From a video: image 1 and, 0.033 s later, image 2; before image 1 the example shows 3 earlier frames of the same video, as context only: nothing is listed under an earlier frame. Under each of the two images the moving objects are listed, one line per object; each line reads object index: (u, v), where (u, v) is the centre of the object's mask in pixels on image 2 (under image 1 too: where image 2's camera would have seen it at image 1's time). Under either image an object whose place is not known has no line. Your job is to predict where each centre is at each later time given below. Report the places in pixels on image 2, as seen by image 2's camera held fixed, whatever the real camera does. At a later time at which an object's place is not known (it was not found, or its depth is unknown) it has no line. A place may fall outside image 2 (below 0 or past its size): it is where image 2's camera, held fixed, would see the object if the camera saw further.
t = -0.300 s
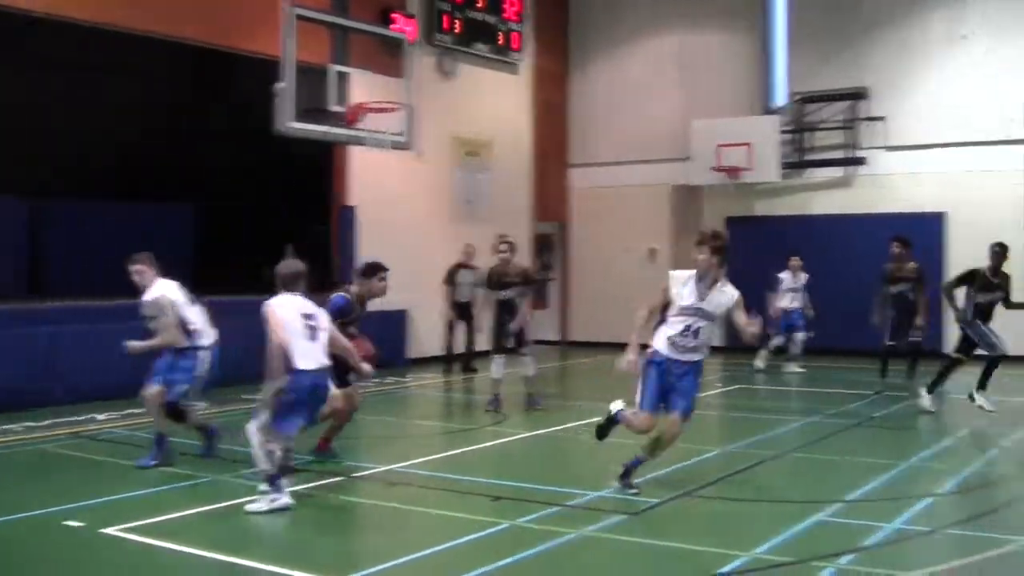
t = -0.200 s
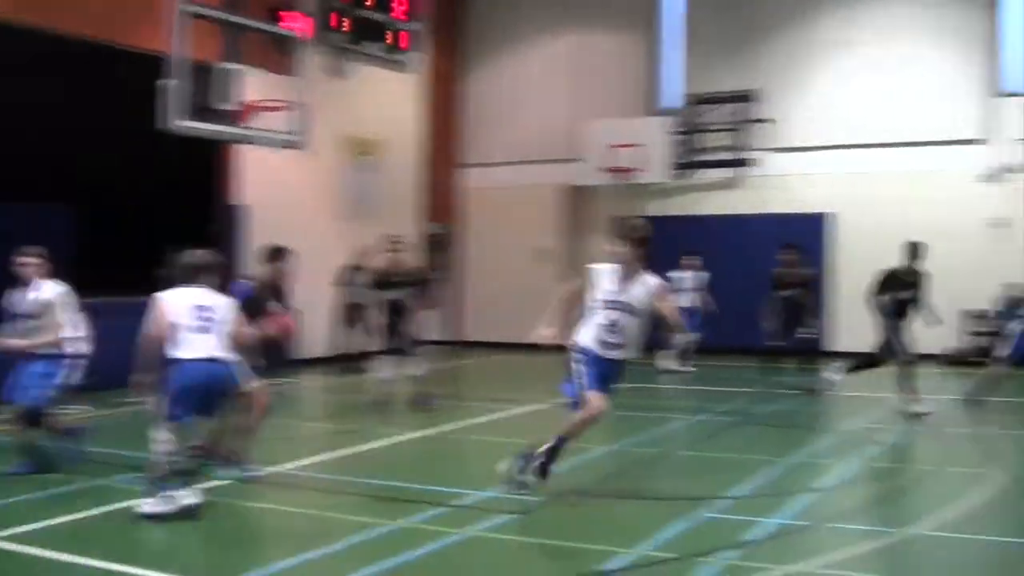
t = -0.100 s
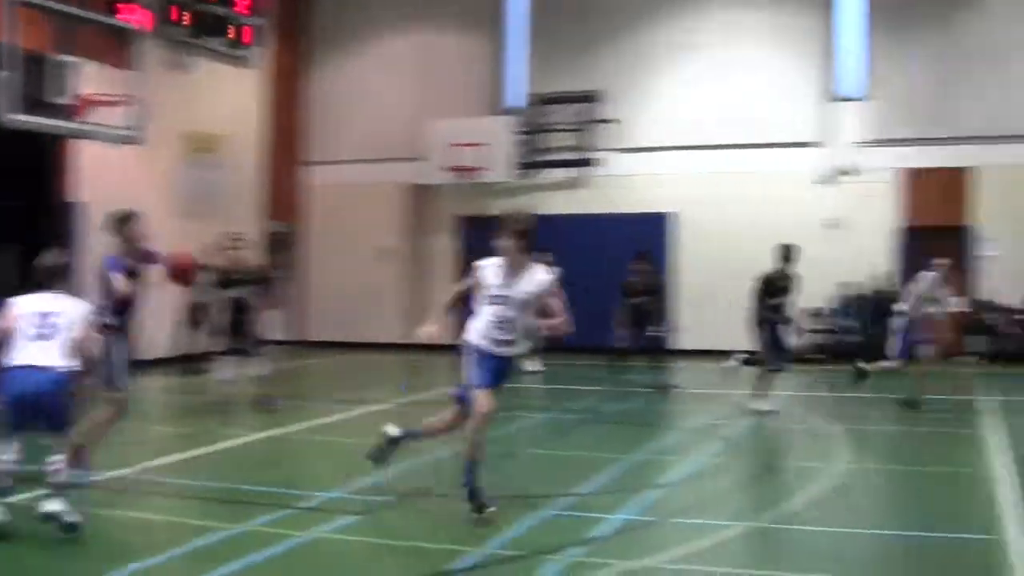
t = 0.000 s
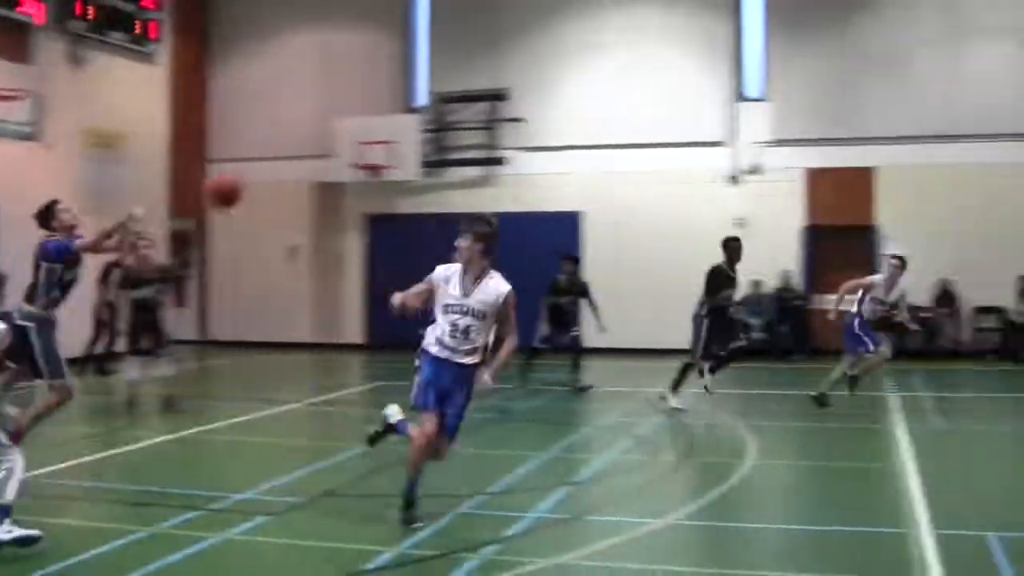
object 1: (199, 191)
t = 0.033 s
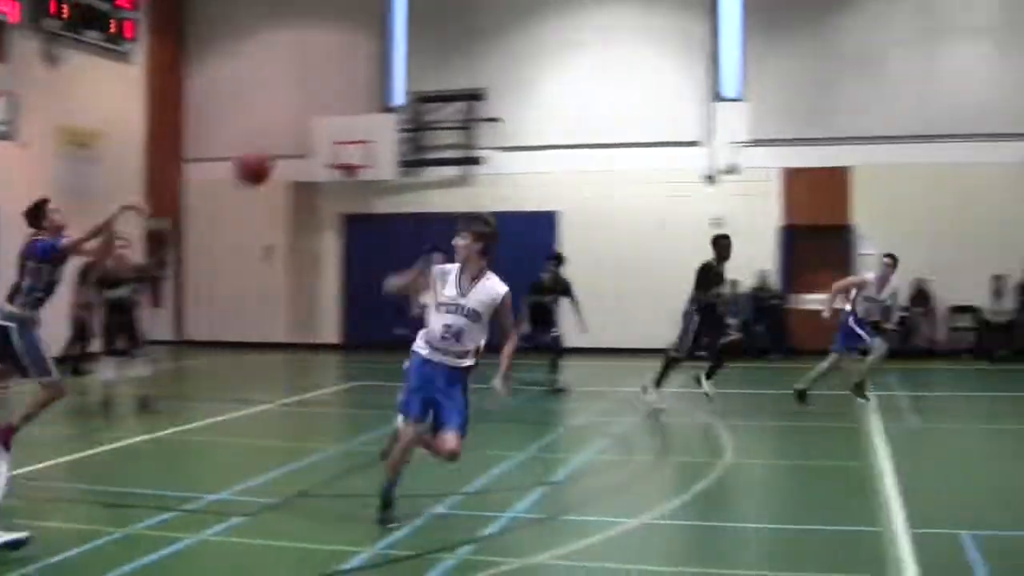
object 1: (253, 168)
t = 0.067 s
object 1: (309, 145)
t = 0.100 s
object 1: (366, 123)
